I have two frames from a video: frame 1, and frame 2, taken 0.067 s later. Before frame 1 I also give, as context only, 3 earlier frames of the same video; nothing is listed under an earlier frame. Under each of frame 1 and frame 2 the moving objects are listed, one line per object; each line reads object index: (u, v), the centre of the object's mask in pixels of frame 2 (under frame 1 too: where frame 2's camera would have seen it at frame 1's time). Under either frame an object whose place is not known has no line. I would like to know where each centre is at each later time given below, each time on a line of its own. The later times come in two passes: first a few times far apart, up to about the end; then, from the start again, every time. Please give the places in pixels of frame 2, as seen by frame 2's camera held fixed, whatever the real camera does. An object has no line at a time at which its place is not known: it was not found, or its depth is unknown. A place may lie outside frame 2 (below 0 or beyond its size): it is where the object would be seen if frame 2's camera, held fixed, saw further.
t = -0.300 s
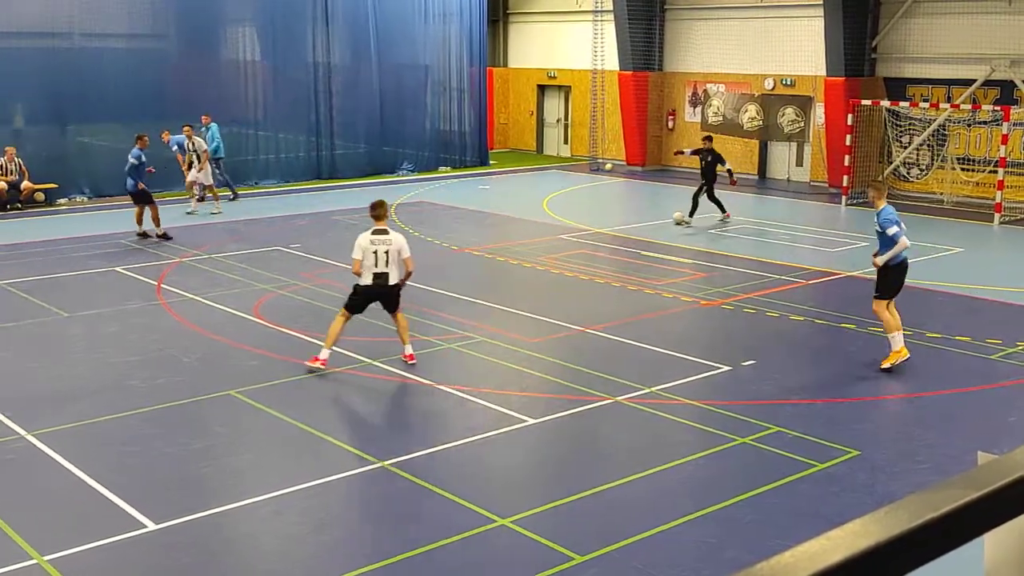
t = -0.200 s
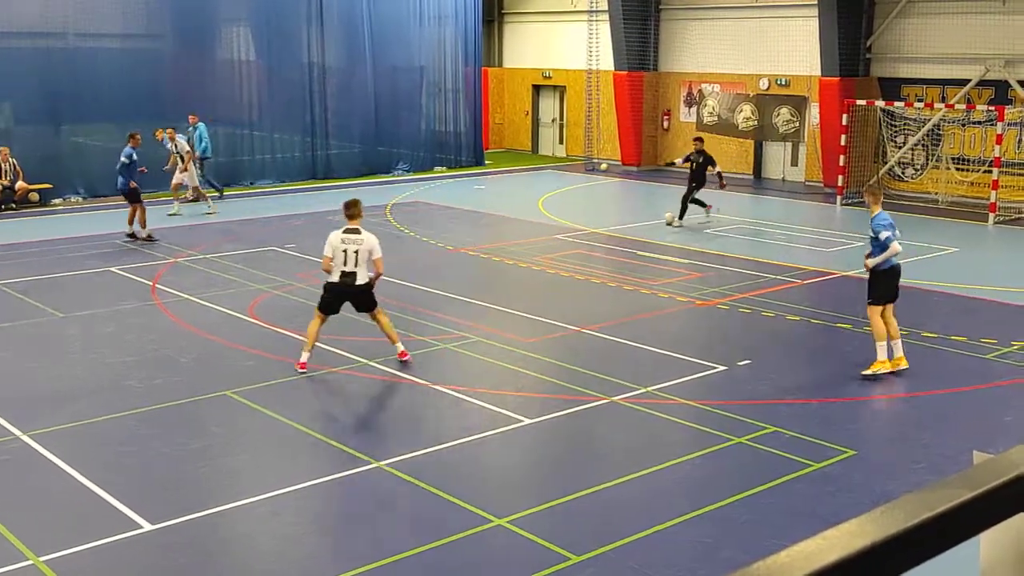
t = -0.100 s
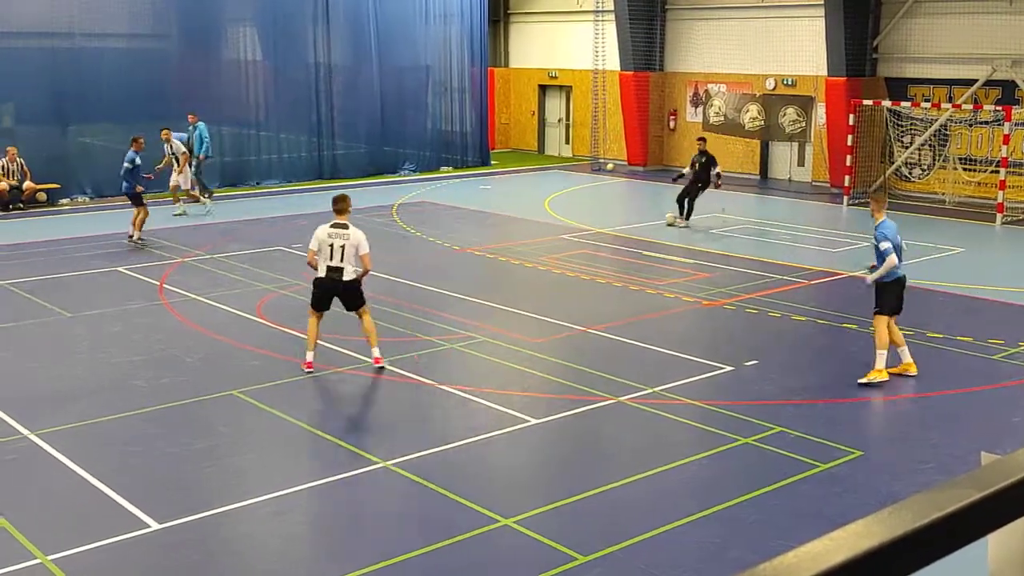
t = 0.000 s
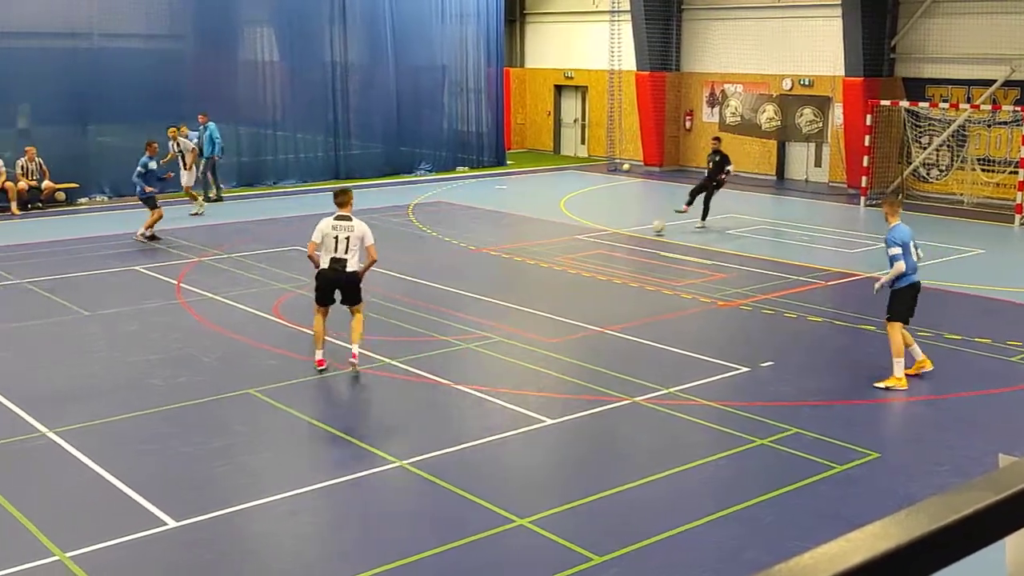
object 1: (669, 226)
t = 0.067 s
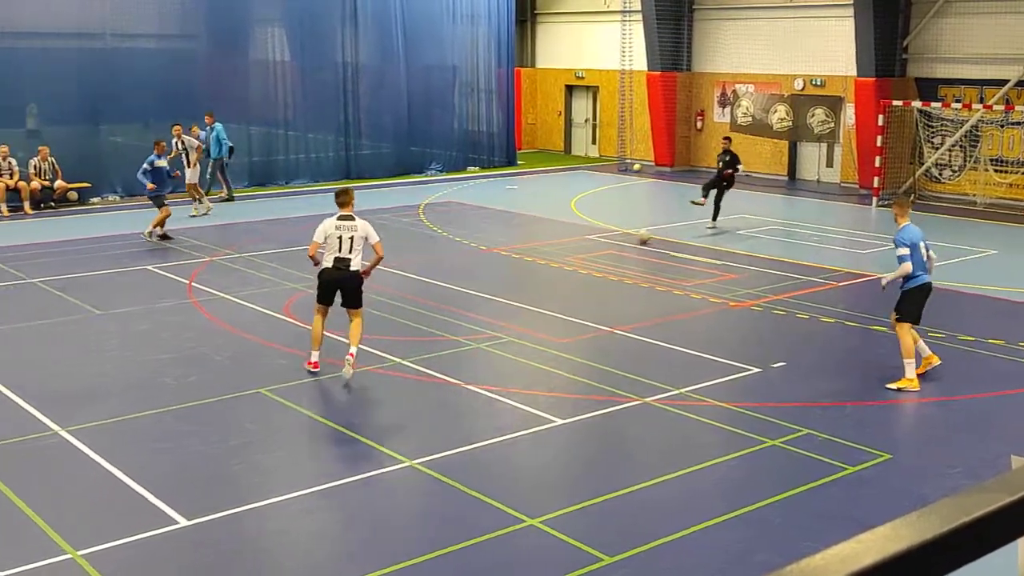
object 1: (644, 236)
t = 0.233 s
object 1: (579, 256)
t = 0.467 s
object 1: (481, 286)
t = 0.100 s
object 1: (630, 241)
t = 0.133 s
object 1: (618, 244)
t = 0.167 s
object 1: (604, 249)
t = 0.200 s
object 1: (592, 252)
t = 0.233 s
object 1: (579, 256)
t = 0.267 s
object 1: (565, 261)
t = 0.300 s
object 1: (552, 263)
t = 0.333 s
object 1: (539, 267)
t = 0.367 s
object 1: (524, 271)
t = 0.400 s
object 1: (510, 277)
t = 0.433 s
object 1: (496, 282)
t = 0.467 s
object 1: (481, 286)
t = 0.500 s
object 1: (466, 291)
